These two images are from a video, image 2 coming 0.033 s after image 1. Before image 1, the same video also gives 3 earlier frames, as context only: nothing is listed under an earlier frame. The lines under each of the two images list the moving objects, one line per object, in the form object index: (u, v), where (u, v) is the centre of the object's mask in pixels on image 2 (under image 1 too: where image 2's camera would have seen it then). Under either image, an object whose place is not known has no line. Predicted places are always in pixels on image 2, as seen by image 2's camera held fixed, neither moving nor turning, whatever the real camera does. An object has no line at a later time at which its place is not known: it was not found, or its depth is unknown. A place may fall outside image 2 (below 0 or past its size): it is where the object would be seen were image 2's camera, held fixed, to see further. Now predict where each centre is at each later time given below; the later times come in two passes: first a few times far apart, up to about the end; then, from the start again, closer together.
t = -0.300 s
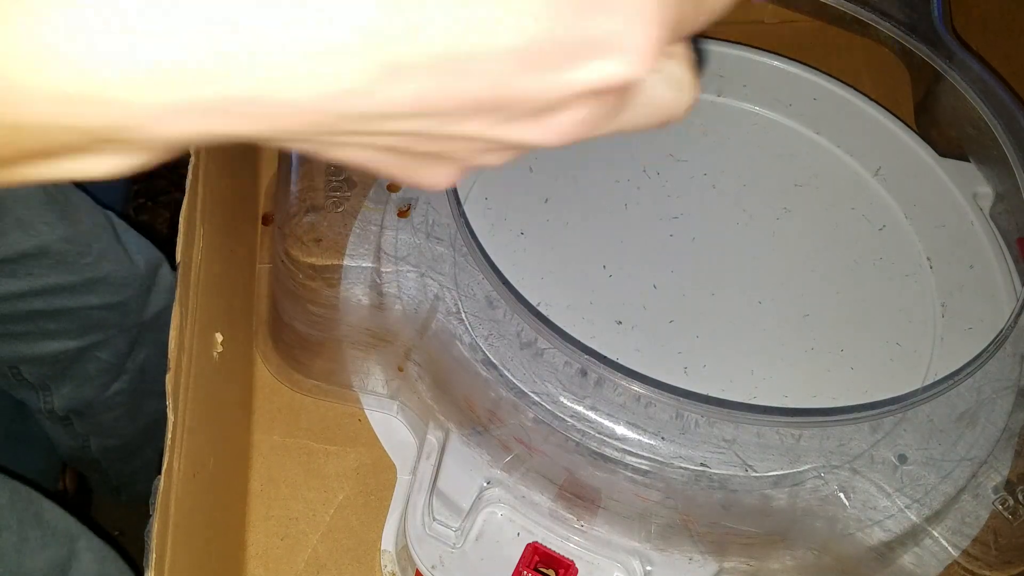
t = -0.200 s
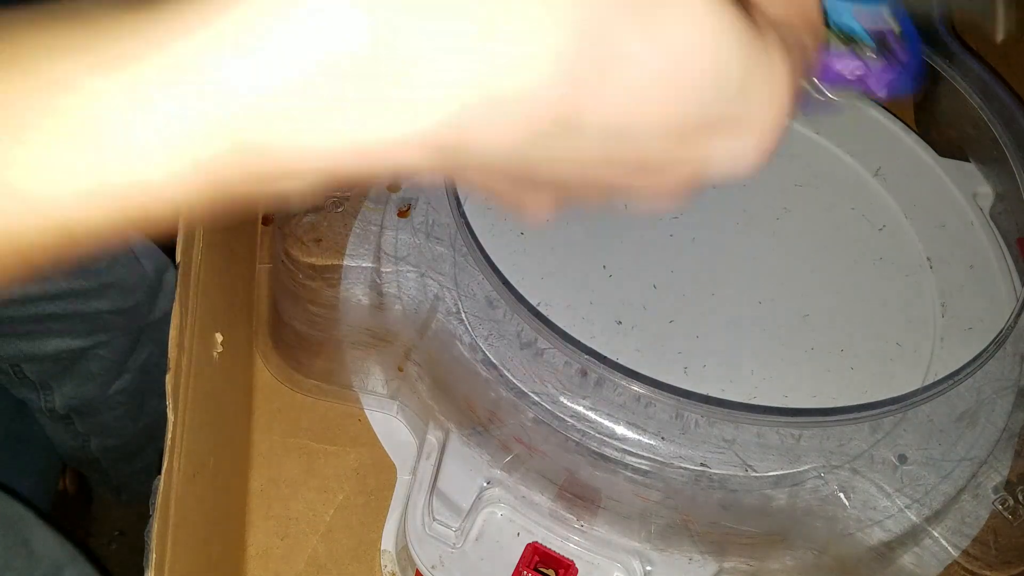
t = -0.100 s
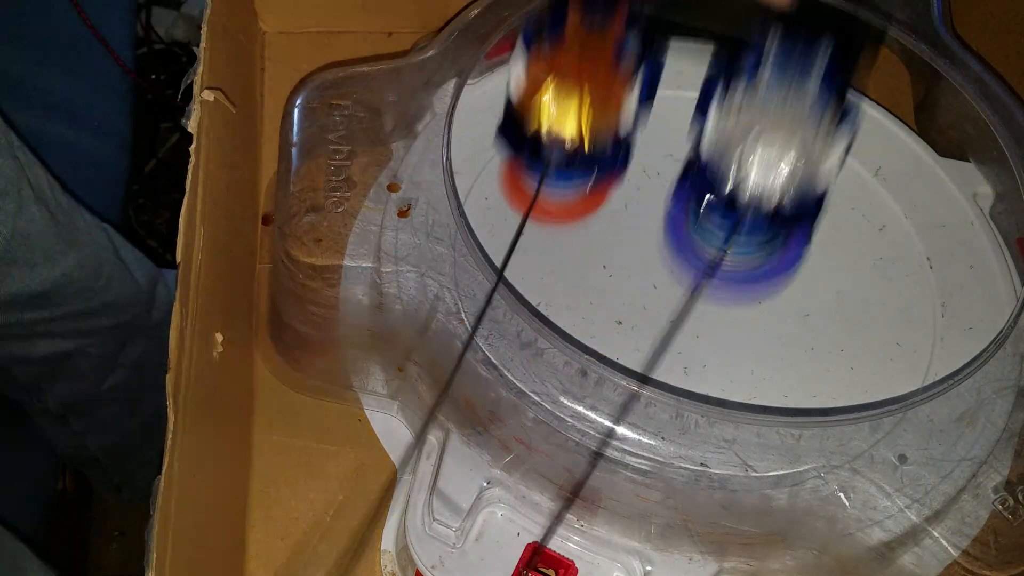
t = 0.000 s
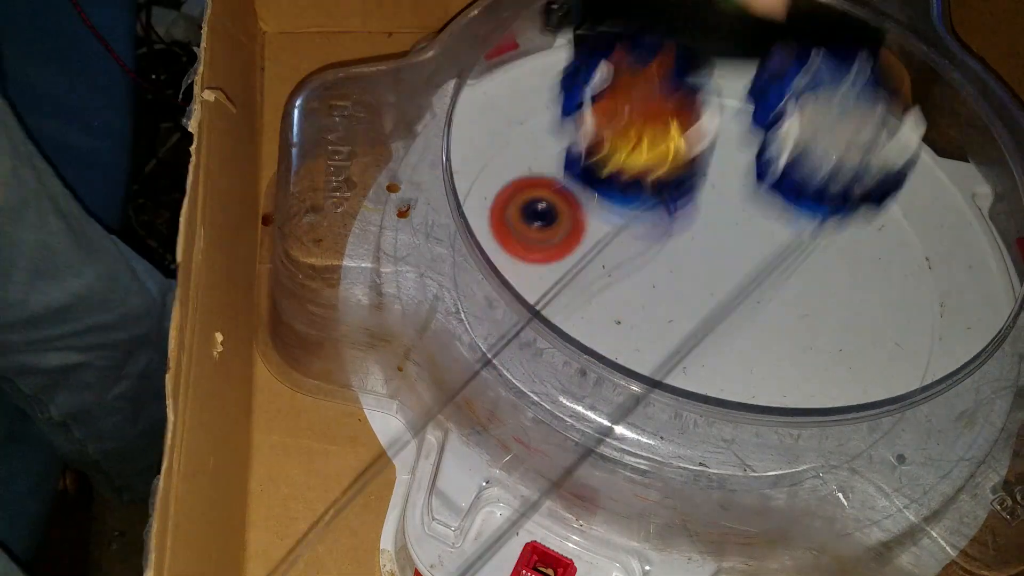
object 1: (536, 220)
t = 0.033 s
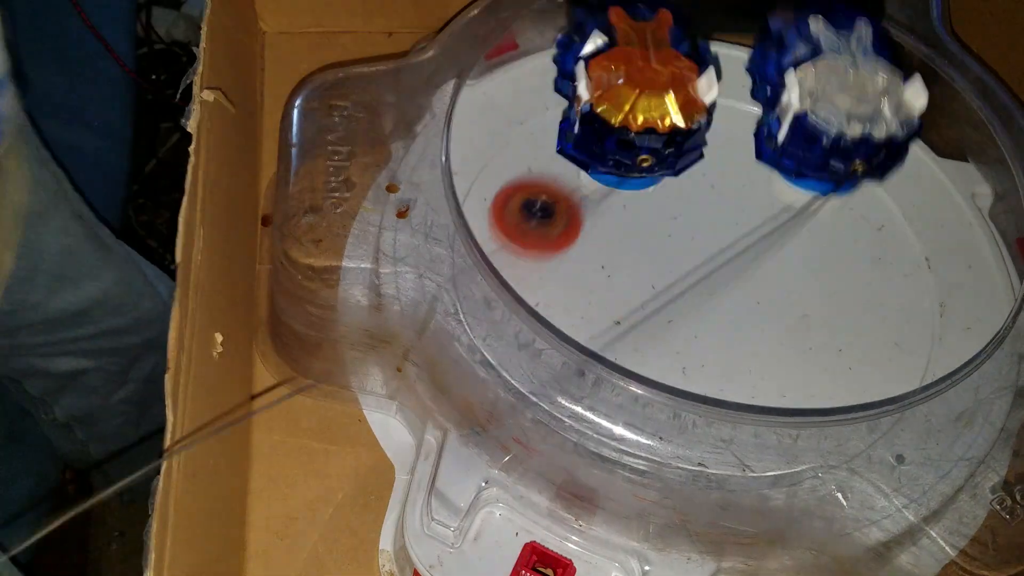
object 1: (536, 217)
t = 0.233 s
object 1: (563, 236)
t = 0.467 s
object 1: (634, 382)
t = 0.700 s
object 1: (757, 365)
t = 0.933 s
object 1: (649, 322)
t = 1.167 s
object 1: (682, 323)
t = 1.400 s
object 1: (654, 342)
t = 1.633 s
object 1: (740, 375)
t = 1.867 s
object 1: (715, 270)
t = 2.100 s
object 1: (586, 271)
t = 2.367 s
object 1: (623, 317)
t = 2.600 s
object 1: (582, 315)
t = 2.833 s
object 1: (477, 365)
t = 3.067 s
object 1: (552, 382)
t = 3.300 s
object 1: (656, 337)
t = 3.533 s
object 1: (687, 253)
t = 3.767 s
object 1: (619, 147)
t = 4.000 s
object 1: (654, 168)
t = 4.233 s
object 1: (701, 200)
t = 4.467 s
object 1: (746, 231)
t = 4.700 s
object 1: (795, 251)
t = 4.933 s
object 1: (828, 269)
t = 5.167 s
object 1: (814, 298)
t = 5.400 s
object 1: (773, 319)
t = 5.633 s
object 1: (718, 328)
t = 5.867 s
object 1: (674, 339)
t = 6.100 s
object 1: (649, 326)
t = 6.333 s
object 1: (639, 292)
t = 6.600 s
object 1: (634, 263)
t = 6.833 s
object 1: (650, 237)
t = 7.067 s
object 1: (636, 207)
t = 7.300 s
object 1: (659, 197)
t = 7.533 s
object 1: (695, 204)
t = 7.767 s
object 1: (733, 226)
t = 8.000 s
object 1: (761, 255)
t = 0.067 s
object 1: (548, 200)
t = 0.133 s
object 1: (582, 185)
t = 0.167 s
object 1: (599, 188)
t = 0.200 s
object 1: (588, 207)
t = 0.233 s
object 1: (563, 236)
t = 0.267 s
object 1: (547, 263)
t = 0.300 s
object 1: (546, 286)
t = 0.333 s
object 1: (546, 313)
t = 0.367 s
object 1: (557, 337)
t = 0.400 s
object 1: (580, 353)
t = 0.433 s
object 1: (604, 368)
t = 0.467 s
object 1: (634, 382)
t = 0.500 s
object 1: (667, 395)
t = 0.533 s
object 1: (697, 400)
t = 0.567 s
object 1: (722, 396)
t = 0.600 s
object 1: (743, 382)
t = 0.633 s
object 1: (762, 378)
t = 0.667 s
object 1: (780, 370)
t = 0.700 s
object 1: (757, 365)
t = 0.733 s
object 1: (723, 360)
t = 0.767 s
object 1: (695, 353)
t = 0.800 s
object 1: (674, 343)
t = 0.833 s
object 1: (661, 334)
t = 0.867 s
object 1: (652, 328)
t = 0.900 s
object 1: (649, 323)
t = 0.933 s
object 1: (649, 322)
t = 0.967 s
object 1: (652, 323)
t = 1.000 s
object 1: (659, 326)
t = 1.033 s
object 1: (663, 328)
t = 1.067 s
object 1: (669, 328)
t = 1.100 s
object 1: (674, 326)
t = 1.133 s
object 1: (678, 325)
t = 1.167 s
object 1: (682, 323)
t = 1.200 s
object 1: (683, 322)
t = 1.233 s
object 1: (682, 318)
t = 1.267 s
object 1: (681, 310)
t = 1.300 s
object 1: (680, 300)
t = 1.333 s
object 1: (673, 302)
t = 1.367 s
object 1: (661, 324)
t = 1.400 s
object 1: (654, 342)
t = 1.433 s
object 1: (655, 352)
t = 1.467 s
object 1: (663, 360)
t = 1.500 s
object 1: (676, 368)
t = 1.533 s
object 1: (693, 374)
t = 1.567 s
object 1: (711, 378)
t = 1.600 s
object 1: (727, 378)
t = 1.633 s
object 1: (740, 375)
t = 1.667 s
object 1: (750, 365)
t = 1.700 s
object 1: (756, 350)
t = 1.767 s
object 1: (751, 318)
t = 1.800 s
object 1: (742, 300)
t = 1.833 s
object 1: (729, 284)
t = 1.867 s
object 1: (715, 270)
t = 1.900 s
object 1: (698, 258)
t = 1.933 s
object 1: (669, 258)
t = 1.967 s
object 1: (640, 261)
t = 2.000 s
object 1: (618, 262)
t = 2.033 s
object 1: (602, 262)
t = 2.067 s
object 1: (594, 266)
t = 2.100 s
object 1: (586, 271)
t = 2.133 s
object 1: (579, 279)
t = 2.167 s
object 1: (576, 288)
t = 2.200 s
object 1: (578, 298)
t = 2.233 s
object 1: (583, 307)
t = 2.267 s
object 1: (592, 313)
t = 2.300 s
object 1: (602, 316)
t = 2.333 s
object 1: (612, 318)
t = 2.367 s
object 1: (623, 317)
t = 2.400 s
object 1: (632, 315)
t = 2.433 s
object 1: (641, 311)
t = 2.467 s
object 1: (648, 306)
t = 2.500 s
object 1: (655, 301)
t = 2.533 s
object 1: (661, 297)
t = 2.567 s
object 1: (630, 305)
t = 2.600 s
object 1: (582, 315)
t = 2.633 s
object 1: (532, 328)
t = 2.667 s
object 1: (499, 334)
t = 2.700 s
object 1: (484, 336)
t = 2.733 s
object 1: (473, 342)
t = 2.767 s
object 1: (471, 353)
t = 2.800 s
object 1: (473, 355)
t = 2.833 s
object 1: (477, 365)
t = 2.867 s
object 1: (484, 370)
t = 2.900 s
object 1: (495, 371)
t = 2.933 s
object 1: (503, 375)
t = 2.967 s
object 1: (511, 377)
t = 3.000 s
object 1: (526, 375)
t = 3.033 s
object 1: (536, 378)
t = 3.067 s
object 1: (552, 382)
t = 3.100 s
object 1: (567, 386)
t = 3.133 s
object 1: (590, 375)
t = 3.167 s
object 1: (606, 370)
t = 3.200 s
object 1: (622, 362)
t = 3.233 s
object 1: (637, 350)
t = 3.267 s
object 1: (647, 345)
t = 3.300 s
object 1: (656, 337)
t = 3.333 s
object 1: (663, 327)
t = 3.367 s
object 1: (669, 315)
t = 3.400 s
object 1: (674, 303)
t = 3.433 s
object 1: (679, 291)
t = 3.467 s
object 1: (683, 278)
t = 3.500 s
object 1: (685, 266)
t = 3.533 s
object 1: (687, 253)
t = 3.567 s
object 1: (688, 241)
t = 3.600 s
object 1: (687, 229)
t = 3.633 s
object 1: (668, 200)
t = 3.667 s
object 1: (647, 181)
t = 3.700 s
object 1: (632, 164)
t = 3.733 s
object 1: (623, 153)
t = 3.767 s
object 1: (619, 147)
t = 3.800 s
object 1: (620, 145)
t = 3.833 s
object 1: (624, 146)
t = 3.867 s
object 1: (629, 149)
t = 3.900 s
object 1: (634, 153)
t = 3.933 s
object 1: (640, 158)
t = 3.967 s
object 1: (647, 163)
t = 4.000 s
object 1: (654, 168)
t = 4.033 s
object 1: (661, 173)
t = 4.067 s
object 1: (669, 178)
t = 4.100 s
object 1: (675, 182)
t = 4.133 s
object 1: (682, 187)
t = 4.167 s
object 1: (688, 191)
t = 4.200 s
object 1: (695, 196)
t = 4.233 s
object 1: (701, 200)
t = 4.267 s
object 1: (707, 204)
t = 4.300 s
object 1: (714, 208)
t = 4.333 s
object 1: (721, 213)
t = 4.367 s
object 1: (727, 218)
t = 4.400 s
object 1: (734, 222)
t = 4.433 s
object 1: (740, 227)
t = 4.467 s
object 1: (746, 231)
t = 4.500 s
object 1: (752, 235)
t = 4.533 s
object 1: (758, 240)
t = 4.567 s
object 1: (763, 245)
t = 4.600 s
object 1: (769, 249)
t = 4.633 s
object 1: (773, 253)
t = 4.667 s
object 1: (781, 255)
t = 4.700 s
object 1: (795, 251)
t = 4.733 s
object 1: (807, 249)
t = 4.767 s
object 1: (814, 251)
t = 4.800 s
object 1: (819, 254)
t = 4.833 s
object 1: (822, 258)
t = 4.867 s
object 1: (825, 261)
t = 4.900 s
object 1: (827, 265)
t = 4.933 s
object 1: (828, 269)
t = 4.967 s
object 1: (829, 273)
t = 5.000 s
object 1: (828, 277)
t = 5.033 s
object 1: (827, 282)
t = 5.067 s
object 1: (825, 286)
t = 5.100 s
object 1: (822, 290)
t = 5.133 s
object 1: (818, 294)
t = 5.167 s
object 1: (814, 298)
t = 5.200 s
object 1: (810, 302)
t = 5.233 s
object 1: (805, 305)
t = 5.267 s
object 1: (799, 308)
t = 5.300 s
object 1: (793, 311)
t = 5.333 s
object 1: (787, 314)
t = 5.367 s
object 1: (780, 317)
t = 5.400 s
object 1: (773, 319)
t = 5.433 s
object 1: (766, 321)
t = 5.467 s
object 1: (758, 323)
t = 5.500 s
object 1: (750, 325)
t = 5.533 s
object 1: (742, 326)
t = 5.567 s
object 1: (734, 327)
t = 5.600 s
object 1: (726, 328)
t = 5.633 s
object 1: (718, 328)
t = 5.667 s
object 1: (710, 328)
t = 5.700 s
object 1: (702, 328)
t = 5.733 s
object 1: (695, 327)
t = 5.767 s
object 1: (687, 326)
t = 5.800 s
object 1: (681, 327)
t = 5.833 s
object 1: (679, 335)
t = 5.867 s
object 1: (674, 339)
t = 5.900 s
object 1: (669, 340)
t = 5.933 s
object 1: (665, 339)
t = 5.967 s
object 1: (661, 338)
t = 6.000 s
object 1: (657, 335)
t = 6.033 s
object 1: (654, 333)
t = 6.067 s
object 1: (651, 329)
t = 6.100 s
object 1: (649, 326)
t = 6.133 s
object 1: (647, 322)
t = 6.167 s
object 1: (644, 317)
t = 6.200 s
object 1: (642, 312)
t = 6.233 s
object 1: (641, 308)
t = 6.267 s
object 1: (640, 302)
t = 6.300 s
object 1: (639, 297)
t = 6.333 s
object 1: (639, 292)
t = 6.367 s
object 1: (639, 287)
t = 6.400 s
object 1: (636, 288)
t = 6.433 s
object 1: (633, 286)
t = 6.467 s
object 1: (632, 282)
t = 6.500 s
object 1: (632, 277)
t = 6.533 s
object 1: (632, 272)
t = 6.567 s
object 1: (633, 268)
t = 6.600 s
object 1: (634, 263)
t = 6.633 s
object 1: (635, 259)
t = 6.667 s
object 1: (637, 255)
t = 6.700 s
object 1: (639, 251)
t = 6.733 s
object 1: (641, 247)
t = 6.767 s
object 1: (644, 243)
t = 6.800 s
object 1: (647, 240)
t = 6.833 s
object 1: (650, 237)
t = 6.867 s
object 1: (653, 234)
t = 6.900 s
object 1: (657, 231)
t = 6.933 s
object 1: (654, 226)
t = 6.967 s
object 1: (643, 220)
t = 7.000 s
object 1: (636, 215)
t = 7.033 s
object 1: (635, 211)
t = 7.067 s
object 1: (636, 207)
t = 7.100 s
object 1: (638, 205)
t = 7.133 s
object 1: (640, 203)
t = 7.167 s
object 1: (643, 201)
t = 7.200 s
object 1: (646, 200)
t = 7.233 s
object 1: (650, 198)
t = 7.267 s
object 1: (654, 198)
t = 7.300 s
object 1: (659, 197)
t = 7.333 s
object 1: (664, 197)
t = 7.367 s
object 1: (669, 197)
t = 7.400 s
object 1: (674, 198)
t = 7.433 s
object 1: (679, 199)
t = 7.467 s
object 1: (685, 200)
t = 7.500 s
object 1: (690, 202)
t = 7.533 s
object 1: (695, 204)
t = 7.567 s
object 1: (701, 207)
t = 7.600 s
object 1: (707, 209)
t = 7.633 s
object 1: (712, 212)
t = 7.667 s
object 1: (718, 215)
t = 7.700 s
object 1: (723, 219)
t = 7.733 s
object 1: (728, 222)
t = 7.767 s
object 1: (733, 226)
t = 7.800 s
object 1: (738, 230)
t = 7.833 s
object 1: (742, 234)
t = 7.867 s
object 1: (746, 238)
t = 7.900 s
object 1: (750, 242)
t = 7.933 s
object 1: (754, 246)
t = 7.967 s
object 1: (757, 250)
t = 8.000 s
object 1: (761, 255)
